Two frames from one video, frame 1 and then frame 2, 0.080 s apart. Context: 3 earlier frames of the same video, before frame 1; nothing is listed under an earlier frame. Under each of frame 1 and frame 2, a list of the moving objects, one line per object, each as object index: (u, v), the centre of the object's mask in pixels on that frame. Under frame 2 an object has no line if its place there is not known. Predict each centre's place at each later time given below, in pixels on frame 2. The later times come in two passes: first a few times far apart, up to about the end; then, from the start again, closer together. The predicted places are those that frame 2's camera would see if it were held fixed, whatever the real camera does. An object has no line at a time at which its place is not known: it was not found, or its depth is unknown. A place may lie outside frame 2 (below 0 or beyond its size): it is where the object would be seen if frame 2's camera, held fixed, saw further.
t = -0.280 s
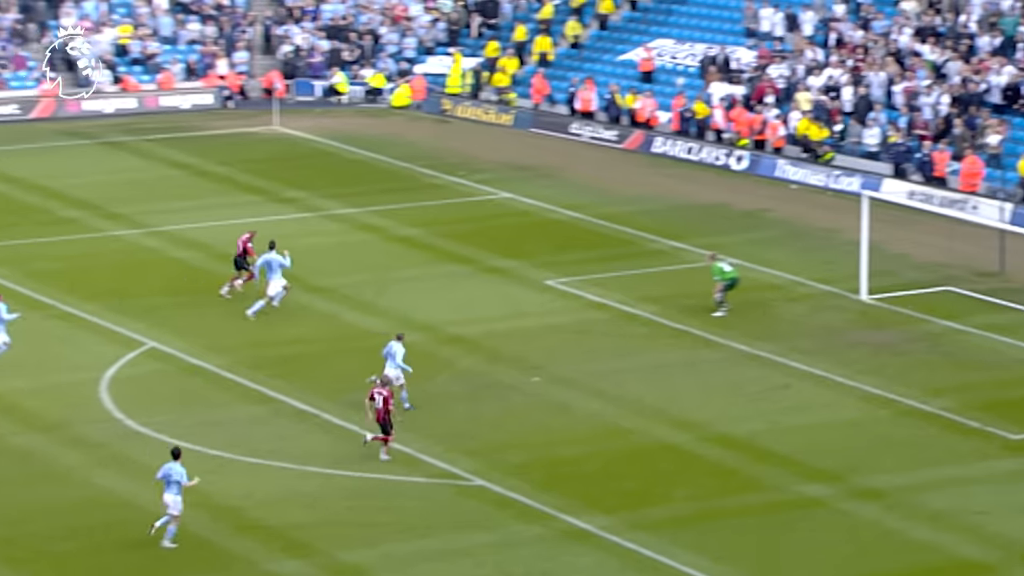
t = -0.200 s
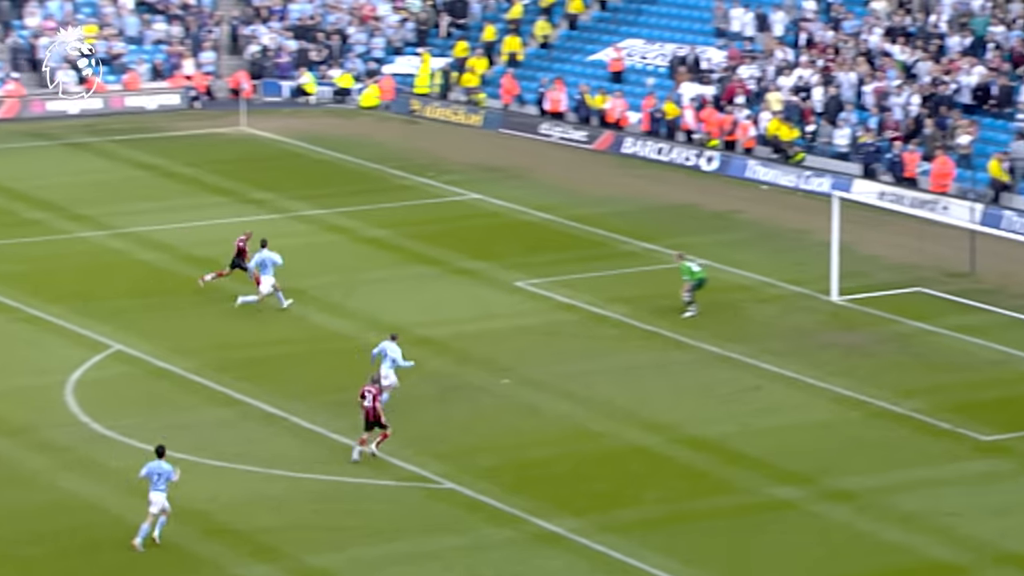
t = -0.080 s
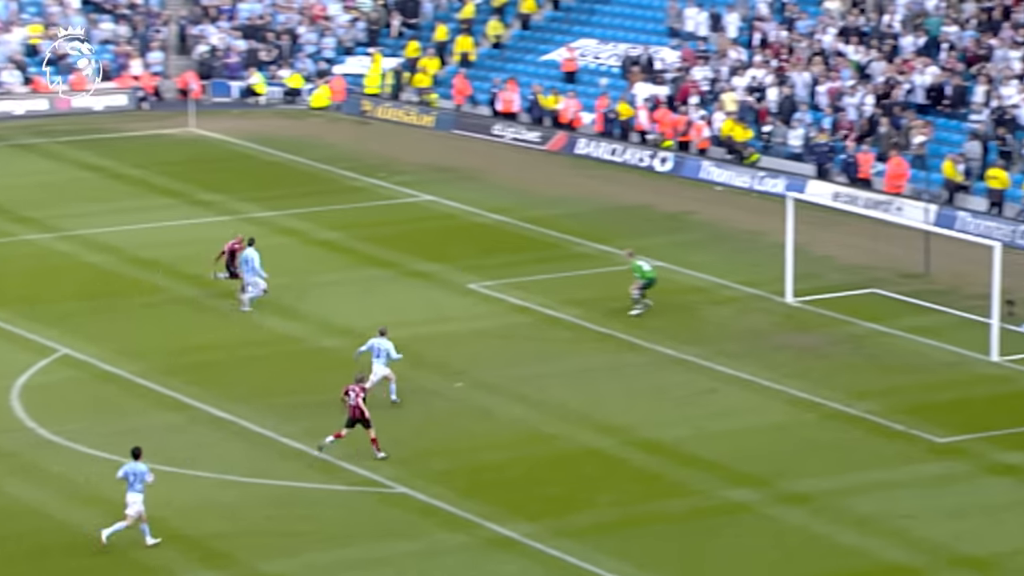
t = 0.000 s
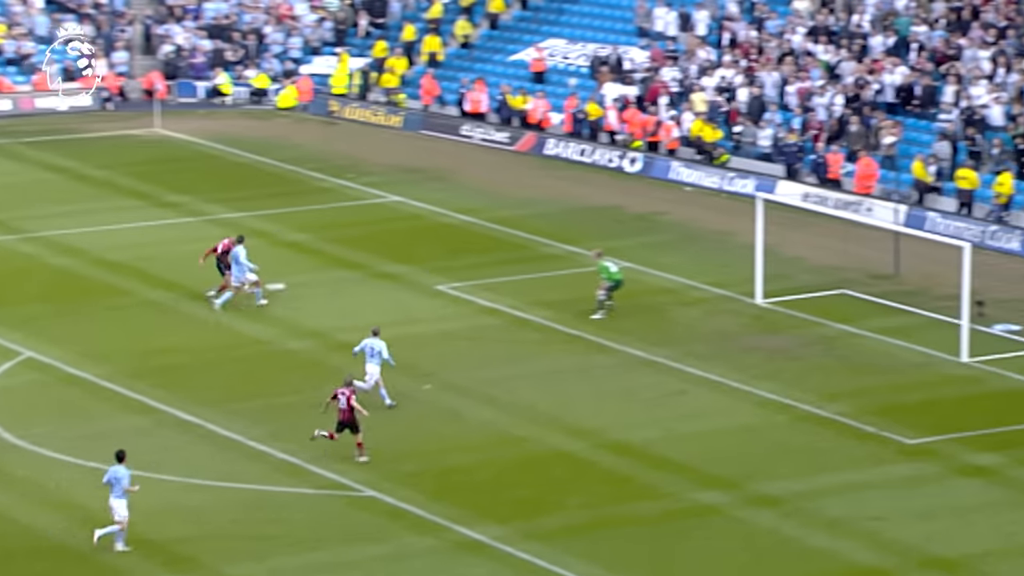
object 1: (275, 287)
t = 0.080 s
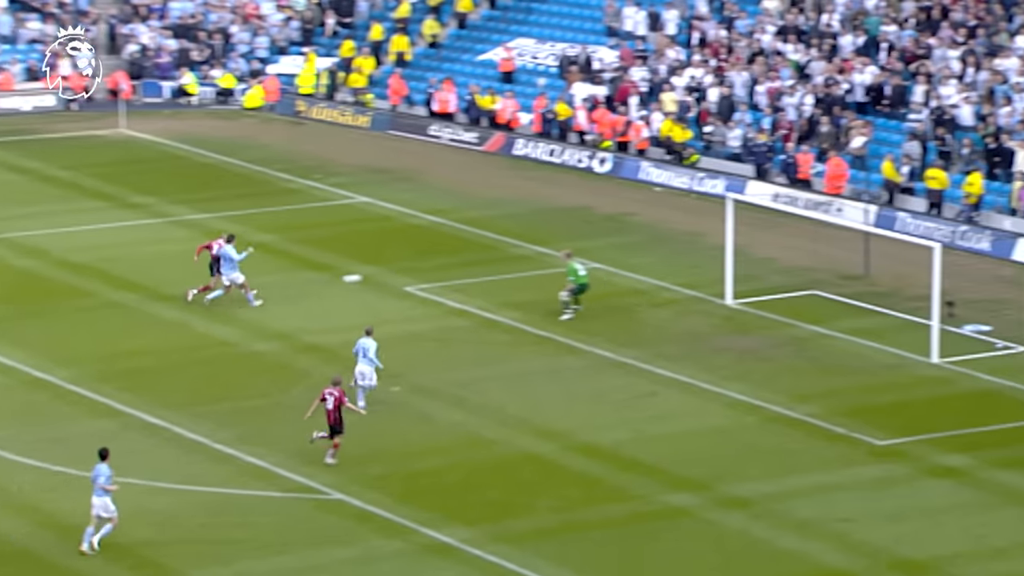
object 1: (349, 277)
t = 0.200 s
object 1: (506, 263)
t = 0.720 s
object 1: (949, 279)
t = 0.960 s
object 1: (972, 314)
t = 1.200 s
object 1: (973, 308)
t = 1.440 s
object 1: (969, 329)
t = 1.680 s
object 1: (970, 333)
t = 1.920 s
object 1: (975, 339)
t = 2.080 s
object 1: (977, 348)
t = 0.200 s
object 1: (506, 263)
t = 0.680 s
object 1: (945, 265)
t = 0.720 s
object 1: (949, 279)
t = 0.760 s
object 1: (954, 294)
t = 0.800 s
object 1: (957, 309)
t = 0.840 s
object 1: (963, 325)
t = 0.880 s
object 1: (968, 324)
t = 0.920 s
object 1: (971, 317)
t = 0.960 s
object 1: (972, 314)
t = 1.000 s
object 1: (973, 310)
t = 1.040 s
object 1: (974, 309)
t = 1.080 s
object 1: (974, 307)
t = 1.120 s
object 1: (974, 307)
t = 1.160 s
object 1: (974, 307)
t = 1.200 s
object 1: (973, 308)
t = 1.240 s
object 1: (973, 310)
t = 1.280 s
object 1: (973, 313)
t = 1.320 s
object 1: (973, 316)
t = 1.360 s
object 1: (973, 320)
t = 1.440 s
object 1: (969, 329)
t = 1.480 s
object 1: (971, 335)
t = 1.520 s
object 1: (972, 343)
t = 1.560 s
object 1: (972, 342)
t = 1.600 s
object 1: (972, 338)
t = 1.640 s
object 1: (969, 333)
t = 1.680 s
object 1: (970, 333)
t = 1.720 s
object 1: (972, 333)
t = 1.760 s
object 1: (971, 332)
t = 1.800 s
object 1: (971, 333)
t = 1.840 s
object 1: (972, 334)
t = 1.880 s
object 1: (971, 334)
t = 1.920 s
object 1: (975, 339)
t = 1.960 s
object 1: (977, 342)
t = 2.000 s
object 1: (977, 347)
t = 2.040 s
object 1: (977, 348)
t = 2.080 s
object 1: (977, 348)
